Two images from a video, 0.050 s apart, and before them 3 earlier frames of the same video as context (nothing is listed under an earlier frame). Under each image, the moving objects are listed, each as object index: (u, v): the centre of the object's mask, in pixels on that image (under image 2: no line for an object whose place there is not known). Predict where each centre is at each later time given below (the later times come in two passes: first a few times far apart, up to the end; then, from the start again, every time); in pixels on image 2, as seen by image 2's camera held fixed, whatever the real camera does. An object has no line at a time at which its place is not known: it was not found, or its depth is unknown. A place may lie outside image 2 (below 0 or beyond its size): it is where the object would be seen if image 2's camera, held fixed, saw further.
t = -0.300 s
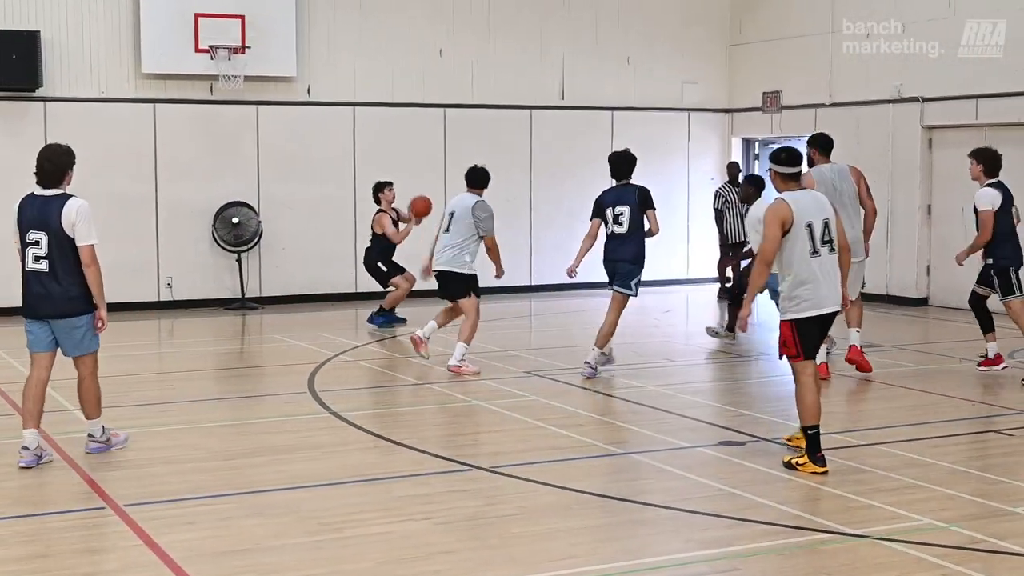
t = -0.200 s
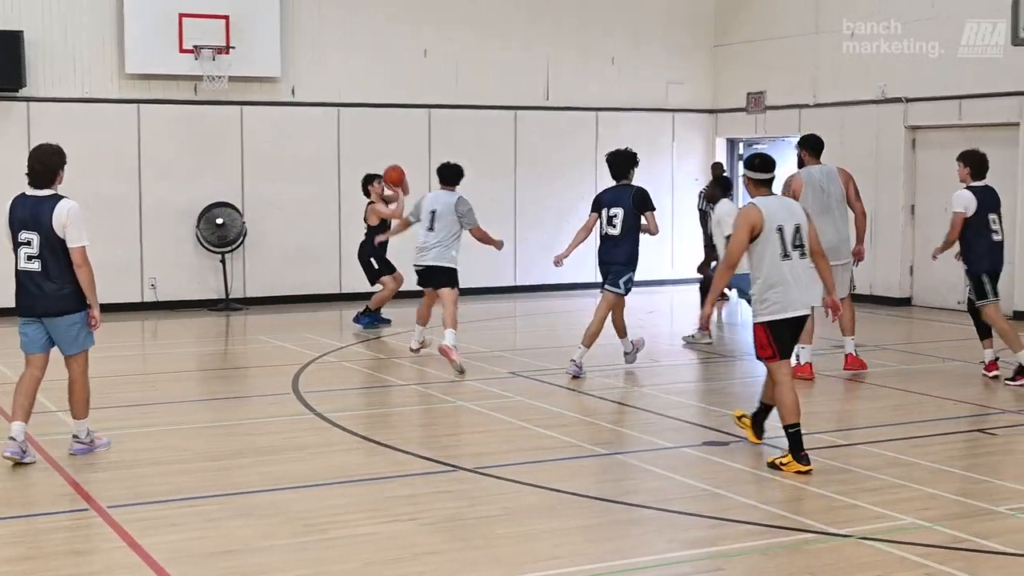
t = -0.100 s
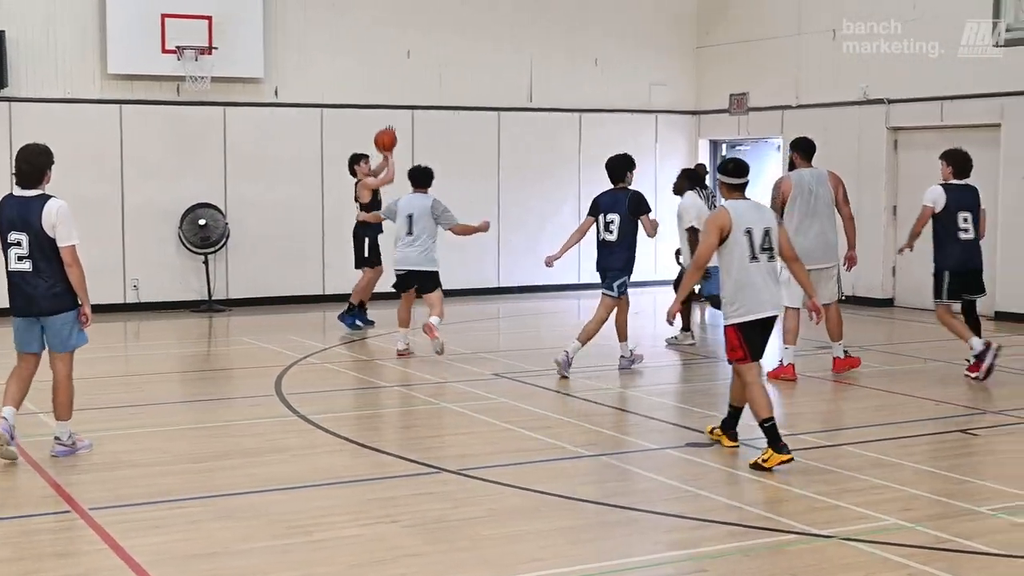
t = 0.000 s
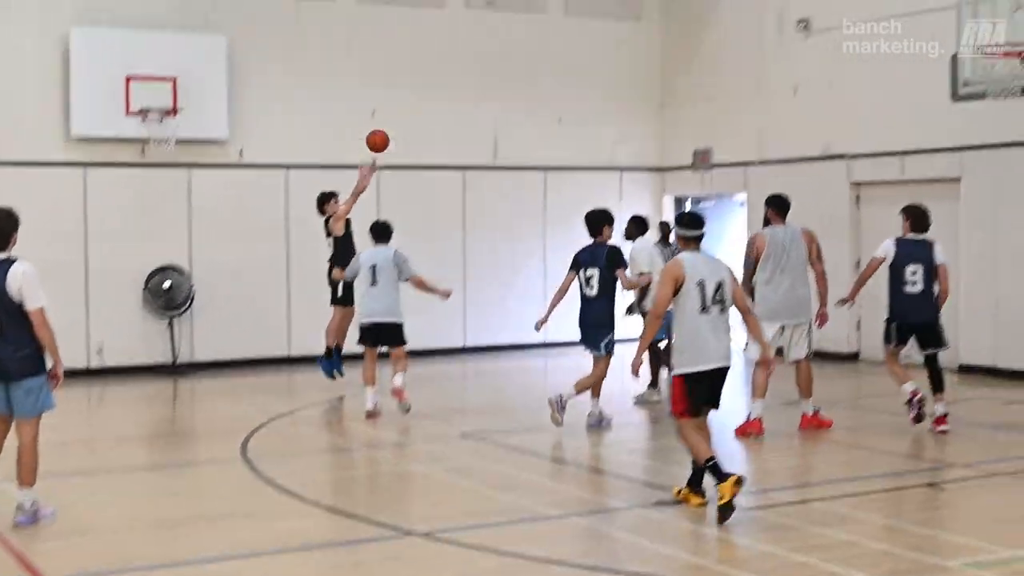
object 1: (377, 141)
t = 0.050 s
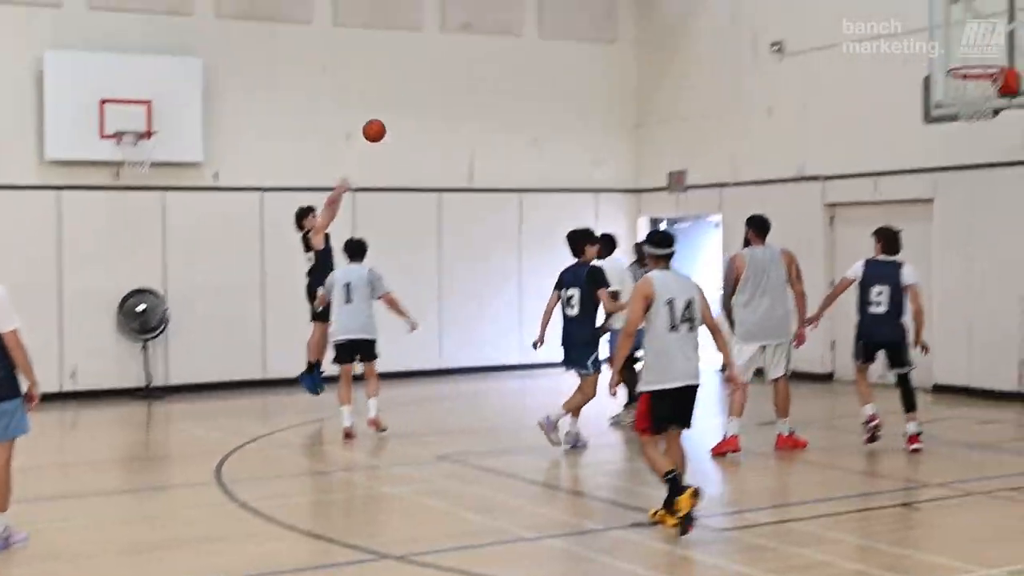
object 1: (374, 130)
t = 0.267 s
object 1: (465, 12)
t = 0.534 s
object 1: (584, -78)
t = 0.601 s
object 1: (614, -90)
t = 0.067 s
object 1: (381, 120)
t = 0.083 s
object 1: (388, 110)
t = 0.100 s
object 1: (395, 99)
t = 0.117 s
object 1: (402, 89)
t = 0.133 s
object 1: (409, 80)
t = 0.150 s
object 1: (416, 70)
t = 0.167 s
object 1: (423, 61)
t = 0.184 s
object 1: (430, 52)
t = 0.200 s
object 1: (437, 43)
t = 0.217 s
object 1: (444, 35)
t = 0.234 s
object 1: (451, 27)
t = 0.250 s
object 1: (458, 20)
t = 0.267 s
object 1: (465, 12)
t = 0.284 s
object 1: (472, 5)
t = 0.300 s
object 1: (479, -2)
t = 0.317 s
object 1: (486, -9)
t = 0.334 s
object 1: (494, -16)
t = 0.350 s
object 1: (501, -22)
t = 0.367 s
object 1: (509, -28)
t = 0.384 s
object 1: (516, -34)
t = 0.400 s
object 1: (524, -40)
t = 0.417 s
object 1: (531, -46)
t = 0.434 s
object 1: (539, -51)
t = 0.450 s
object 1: (546, -56)
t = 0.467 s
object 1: (554, -62)
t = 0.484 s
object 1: (562, -66)
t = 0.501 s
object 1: (569, -70)
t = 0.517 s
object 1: (577, -74)
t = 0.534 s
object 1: (584, -78)
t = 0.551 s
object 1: (592, -81)
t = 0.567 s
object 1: (598, -85)
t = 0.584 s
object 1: (606, -88)
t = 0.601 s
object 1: (614, -90)
